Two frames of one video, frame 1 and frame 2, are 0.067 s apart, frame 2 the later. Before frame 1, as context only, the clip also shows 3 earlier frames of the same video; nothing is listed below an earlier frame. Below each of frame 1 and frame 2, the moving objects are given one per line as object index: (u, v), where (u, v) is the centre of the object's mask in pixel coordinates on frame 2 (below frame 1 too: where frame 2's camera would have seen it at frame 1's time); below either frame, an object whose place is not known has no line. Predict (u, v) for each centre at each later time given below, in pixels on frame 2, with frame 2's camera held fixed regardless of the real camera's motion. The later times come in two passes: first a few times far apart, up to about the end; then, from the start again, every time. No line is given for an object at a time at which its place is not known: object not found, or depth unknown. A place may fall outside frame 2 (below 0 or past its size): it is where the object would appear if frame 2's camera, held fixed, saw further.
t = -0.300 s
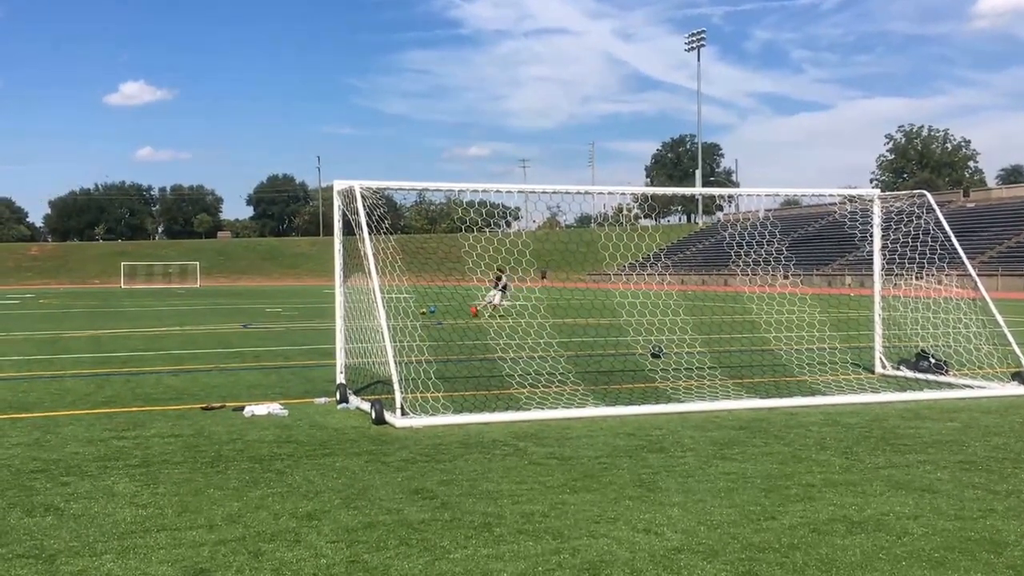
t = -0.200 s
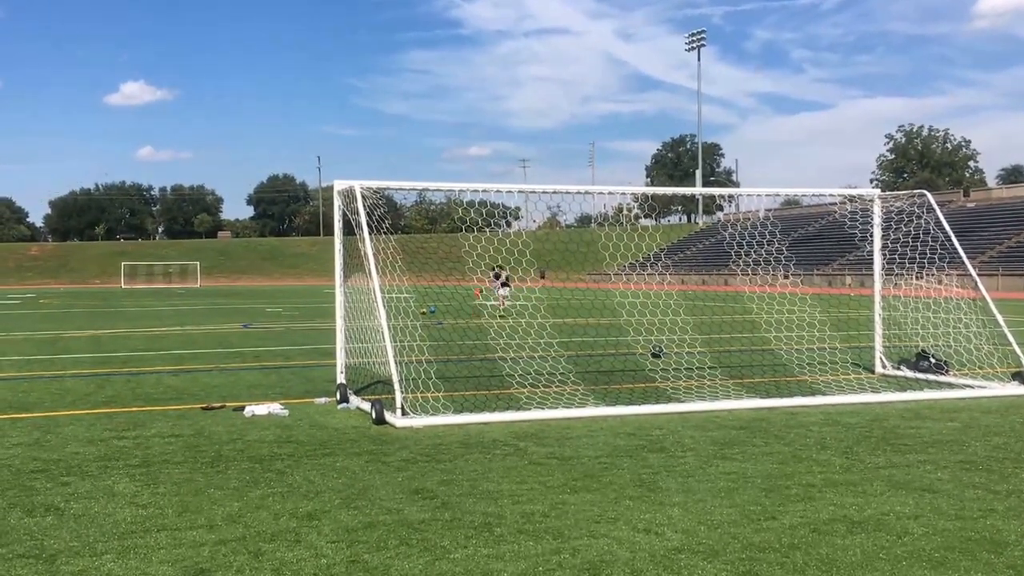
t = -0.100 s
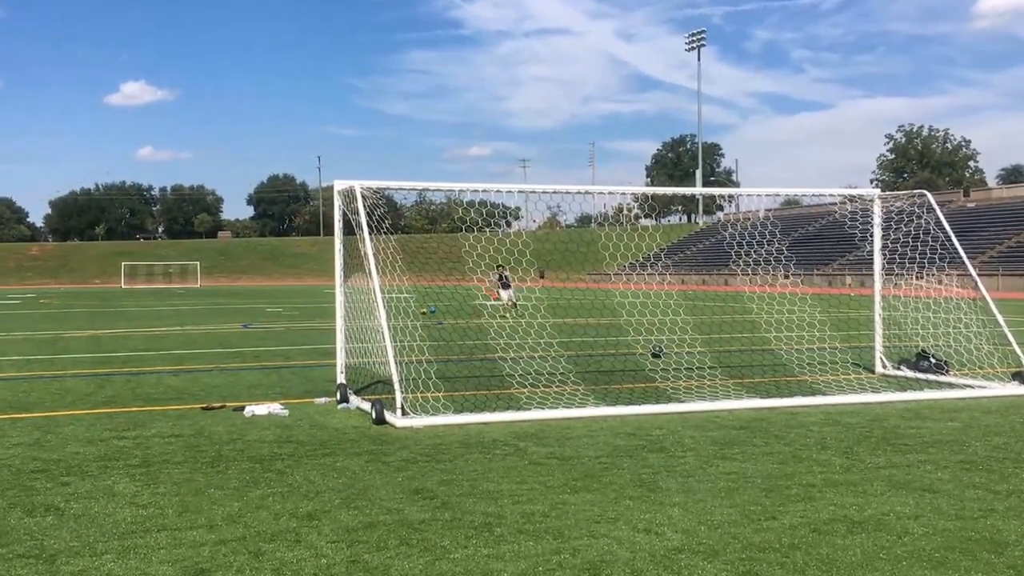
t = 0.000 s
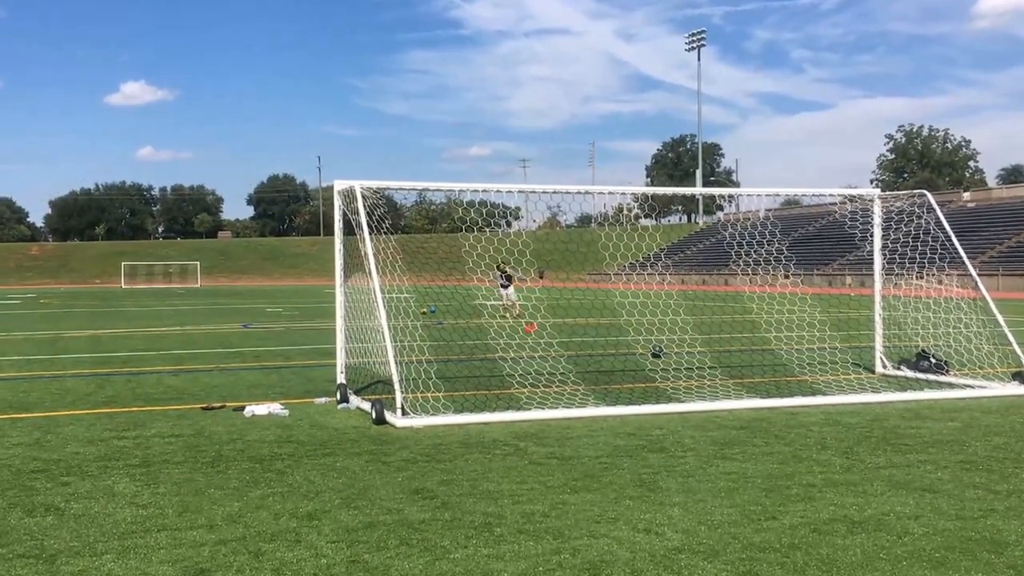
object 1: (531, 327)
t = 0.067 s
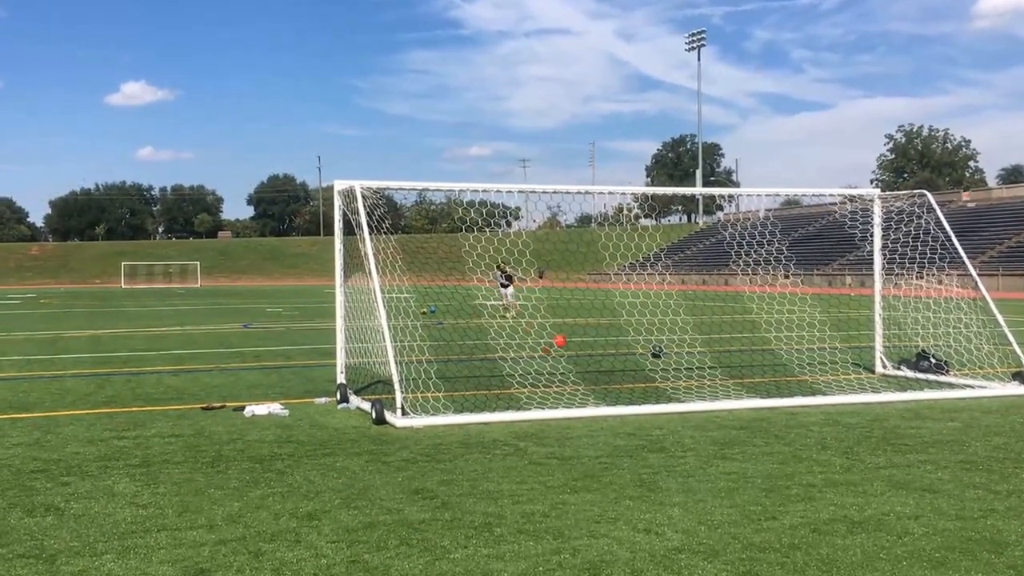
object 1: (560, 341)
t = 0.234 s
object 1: (655, 356)
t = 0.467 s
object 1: (729, 385)
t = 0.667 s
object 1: (723, 391)
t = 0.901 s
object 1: (683, 390)
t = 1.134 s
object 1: (651, 388)
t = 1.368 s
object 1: (624, 383)
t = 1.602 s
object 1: (602, 379)
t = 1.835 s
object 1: (582, 376)
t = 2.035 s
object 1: (568, 374)
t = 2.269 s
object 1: (555, 372)
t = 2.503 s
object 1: (541, 371)
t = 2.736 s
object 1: (534, 371)
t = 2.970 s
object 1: (529, 370)
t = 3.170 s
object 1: (525, 370)
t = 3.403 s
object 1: (523, 370)
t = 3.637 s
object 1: (523, 370)
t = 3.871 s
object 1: (523, 370)
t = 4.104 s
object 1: (524, 370)
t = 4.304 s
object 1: (524, 370)
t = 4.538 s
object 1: (524, 370)
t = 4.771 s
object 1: (524, 370)
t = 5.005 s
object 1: (524, 370)
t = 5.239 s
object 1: (524, 370)
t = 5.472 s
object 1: (524, 370)
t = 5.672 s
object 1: (524, 370)
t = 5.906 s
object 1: (525, 370)
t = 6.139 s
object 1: (525, 369)
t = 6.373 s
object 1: (525, 369)
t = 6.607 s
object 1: (525, 369)
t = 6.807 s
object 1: (525, 369)
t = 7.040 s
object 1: (525, 369)
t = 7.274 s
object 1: (525, 369)
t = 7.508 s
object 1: (525, 369)
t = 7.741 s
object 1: (525, 370)
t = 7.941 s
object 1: (525, 369)
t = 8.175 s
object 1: (526, 369)
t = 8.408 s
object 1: (526, 369)
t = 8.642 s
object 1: (526, 369)
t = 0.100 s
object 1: (575, 336)
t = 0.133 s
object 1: (592, 335)
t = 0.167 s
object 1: (610, 337)
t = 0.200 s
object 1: (632, 344)
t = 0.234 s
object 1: (655, 356)
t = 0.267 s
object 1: (680, 377)
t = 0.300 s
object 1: (706, 388)
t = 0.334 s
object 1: (730, 383)
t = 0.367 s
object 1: (738, 382)
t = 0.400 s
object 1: (738, 381)
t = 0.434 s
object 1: (735, 382)
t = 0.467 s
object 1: (729, 385)
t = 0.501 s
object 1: (725, 391)
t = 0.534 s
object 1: (722, 395)
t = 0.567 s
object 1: (725, 391)
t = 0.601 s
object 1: (726, 390)
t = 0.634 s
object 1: (724, 391)
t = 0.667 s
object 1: (723, 391)
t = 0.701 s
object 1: (718, 387)
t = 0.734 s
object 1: (710, 390)
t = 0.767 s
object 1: (701, 394)
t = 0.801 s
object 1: (697, 390)
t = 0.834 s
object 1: (691, 387)
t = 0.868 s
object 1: (687, 388)
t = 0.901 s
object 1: (683, 390)
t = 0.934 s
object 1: (678, 390)
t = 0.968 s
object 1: (673, 390)
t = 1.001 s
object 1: (668, 390)
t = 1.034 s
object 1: (663, 390)
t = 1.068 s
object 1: (659, 389)
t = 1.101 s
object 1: (655, 388)
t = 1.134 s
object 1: (651, 388)
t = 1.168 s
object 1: (647, 387)
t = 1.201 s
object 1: (643, 386)
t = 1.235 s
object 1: (638, 385)
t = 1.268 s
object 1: (635, 385)
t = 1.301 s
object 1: (631, 384)
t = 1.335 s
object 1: (628, 383)
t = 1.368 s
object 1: (624, 383)
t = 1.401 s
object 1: (621, 382)
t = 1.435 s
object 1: (618, 382)
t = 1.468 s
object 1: (614, 381)
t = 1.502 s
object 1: (611, 380)
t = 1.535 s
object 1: (607, 380)
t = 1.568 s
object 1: (604, 379)
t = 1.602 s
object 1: (602, 379)
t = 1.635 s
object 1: (599, 379)
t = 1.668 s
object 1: (596, 378)
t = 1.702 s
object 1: (594, 377)
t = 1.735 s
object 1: (591, 378)
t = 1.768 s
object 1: (588, 377)
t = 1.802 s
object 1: (585, 376)
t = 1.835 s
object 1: (582, 376)
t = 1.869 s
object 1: (579, 376)
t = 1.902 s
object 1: (577, 375)
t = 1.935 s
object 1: (575, 375)
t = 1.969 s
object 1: (572, 375)
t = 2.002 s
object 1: (569, 374)
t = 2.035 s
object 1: (568, 374)
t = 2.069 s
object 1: (567, 374)
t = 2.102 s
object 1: (565, 373)
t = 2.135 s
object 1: (563, 373)
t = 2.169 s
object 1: (561, 373)
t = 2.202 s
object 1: (560, 373)
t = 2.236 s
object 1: (556, 373)
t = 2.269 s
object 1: (555, 372)
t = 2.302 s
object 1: (552, 372)
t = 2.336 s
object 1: (550, 371)
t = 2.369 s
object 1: (548, 371)
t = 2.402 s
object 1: (546, 371)
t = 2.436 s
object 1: (545, 371)
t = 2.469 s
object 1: (542, 371)
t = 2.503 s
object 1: (541, 371)
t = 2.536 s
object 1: (541, 370)
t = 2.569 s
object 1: (540, 370)
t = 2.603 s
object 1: (538, 370)
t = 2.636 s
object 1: (537, 370)
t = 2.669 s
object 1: (537, 370)
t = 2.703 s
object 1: (535, 370)
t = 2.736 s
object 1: (534, 371)
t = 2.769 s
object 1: (533, 370)
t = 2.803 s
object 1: (533, 370)
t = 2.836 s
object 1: (533, 370)
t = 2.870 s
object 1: (532, 371)
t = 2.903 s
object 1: (531, 370)
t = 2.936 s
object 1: (529, 370)
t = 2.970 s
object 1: (529, 370)
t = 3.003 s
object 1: (529, 370)
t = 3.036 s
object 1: (528, 370)
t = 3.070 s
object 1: (528, 370)
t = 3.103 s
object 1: (526, 370)
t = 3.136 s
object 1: (525, 370)
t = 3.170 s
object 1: (525, 370)
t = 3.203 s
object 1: (524, 369)
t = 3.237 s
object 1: (524, 369)
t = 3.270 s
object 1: (524, 369)
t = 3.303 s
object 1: (524, 369)
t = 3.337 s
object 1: (523, 370)
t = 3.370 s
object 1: (523, 370)
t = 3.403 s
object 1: (523, 370)
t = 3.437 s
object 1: (523, 370)
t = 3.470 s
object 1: (523, 370)
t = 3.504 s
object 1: (523, 370)
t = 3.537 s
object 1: (523, 370)
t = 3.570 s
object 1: (523, 370)
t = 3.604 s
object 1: (523, 370)
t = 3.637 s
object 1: (523, 370)
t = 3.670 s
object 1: (523, 370)
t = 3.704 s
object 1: (523, 370)
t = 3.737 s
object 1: (523, 370)
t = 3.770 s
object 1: (523, 370)
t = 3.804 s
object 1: (523, 370)
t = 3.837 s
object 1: (523, 370)
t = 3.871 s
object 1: (523, 370)
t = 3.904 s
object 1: (523, 370)
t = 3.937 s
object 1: (523, 370)
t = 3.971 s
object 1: (523, 370)
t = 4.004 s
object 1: (523, 370)
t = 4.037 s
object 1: (523, 370)
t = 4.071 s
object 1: (524, 370)
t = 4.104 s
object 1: (524, 370)
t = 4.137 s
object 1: (524, 370)
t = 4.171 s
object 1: (523, 370)
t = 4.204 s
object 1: (524, 370)
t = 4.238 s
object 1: (523, 370)
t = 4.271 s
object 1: (524, 370)
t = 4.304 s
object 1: (524, 370)
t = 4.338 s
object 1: (524, 370)
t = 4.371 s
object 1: (524, 370)
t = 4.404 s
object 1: (524, 370)
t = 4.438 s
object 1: (524, 370)
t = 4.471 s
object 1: (524, 370)
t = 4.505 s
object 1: (524, 370)
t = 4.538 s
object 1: (524, 370)
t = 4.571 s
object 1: (524, 370)
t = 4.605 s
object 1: (524, 370)
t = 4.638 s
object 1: (524, 370)
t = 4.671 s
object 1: (524, 370)
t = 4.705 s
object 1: (524, 370)
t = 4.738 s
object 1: (524, 370)
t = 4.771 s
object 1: (524, 370)
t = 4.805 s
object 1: (524, 370)
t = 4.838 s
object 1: (524, 370)
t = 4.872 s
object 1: (523, 370)
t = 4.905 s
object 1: (523, 370)
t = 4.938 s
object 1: (524, 370)
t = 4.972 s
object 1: (524, 370)
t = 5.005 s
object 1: (524, 370)
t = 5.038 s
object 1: (524, 370)
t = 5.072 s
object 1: (524, 370)
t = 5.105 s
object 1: (524, 370)
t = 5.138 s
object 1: (524, 370)
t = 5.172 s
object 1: (524, 370)
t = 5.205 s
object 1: (524, 370)
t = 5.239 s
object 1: (524, 370)
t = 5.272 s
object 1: (524, 370)
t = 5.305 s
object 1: (524, 370)
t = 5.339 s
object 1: (524, 370)
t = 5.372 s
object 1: (524, 370)
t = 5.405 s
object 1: (524, 370)
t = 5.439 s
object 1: (524, 370)
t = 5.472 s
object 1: (524, 370)
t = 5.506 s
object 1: (524, 370)
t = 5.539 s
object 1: (524, 370)
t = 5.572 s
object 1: (524, 370)
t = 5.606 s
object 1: (524, 370)
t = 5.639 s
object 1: (524, 370)
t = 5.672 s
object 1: (524, 370)
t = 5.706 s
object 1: (524, 370)
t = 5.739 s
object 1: (524, 370)
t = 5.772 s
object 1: (524, 370)
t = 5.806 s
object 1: (524, 370)
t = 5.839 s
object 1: (524, 370)
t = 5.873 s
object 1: (524, 370)
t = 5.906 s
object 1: (525, 370)
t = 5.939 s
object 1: (525, 370)
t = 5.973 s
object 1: (524, 370)
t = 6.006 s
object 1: (525, 370)
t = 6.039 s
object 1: (525, 370)
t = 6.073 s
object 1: (524, 370)
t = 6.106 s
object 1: (524, 370)
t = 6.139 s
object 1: (525, 369)
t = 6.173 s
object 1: (525, 369)
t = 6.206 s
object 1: (525, 369)
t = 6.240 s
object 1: (525, 369)
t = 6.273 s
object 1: (525, 369)
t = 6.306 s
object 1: (525, 369)
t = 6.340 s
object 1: (525, 369)
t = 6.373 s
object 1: (525, 369)
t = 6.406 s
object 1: (525, 369)
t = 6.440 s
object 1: (525, 369)
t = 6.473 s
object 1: (524, 369)
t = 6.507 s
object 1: (525, 369)
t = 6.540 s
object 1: (524, 370)
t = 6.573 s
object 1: (525, 369)
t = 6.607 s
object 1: (525, 369)
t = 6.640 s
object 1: (525, 369)
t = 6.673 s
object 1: (525, 369)
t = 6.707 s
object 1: (525, 369)
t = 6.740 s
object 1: (525, 369)
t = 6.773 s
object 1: (525, 369)
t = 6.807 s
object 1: (525, 369)
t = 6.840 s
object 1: (525, 369)
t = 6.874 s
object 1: (525, 369)
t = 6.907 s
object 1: (525, 369)
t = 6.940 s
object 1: (524, 370)
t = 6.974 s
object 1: (525, 369)
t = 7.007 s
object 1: (524, 370)
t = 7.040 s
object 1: (525, 369)
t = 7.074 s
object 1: (525, 369)
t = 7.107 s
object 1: (524, 370)
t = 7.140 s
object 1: (525, 369)
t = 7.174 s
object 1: (525, 369)
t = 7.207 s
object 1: (525, 369)
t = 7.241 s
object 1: (525, 369)
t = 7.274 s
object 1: (525, 369)
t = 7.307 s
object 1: (525, 369)
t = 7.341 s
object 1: (525, 369)
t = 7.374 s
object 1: (525, 369)
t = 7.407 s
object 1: (525, 369)
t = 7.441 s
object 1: (525, 369)
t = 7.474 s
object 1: (525, 369)
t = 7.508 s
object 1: (525, 369)
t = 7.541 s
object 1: (525, 369)
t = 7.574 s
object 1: (525, 369)
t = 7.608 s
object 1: (525, 369)
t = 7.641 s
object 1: (525, 370)
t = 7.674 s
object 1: (525, 370)
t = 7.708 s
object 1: (525, 370)
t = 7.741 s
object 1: (525, 370)
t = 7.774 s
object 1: (525, 370)
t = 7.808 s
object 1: (525, 370)
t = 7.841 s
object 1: (525, 369)
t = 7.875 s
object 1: (525, 370)
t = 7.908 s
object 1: (525, 370)
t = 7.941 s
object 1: (525, 369)
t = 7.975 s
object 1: (525, 369)
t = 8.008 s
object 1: (525, 369)
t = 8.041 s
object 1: (525, 369)
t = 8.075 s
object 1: (525, 370)
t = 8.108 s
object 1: (525, 369)
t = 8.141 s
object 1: (525, 370)
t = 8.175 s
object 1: (526, 369)
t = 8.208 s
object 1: (526, 369)
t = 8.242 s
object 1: (526, 369)
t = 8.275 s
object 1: (526, 369)
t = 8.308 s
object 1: (526, 369)
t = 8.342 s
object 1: (526, 369)
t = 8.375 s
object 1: (526, 369)
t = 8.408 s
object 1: (526, 369)
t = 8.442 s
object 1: (526, 369)
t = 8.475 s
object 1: (526, 369)
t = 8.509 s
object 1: (526, 369)
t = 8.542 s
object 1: (526, 369)
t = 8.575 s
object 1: (526, 369)
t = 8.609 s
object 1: (526, 369)
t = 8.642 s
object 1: (526, 369)
